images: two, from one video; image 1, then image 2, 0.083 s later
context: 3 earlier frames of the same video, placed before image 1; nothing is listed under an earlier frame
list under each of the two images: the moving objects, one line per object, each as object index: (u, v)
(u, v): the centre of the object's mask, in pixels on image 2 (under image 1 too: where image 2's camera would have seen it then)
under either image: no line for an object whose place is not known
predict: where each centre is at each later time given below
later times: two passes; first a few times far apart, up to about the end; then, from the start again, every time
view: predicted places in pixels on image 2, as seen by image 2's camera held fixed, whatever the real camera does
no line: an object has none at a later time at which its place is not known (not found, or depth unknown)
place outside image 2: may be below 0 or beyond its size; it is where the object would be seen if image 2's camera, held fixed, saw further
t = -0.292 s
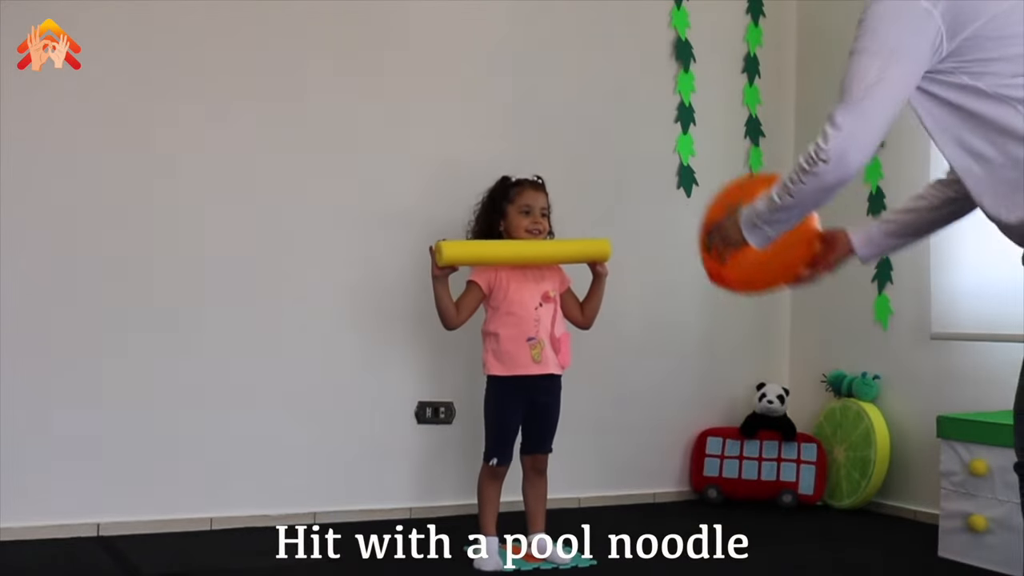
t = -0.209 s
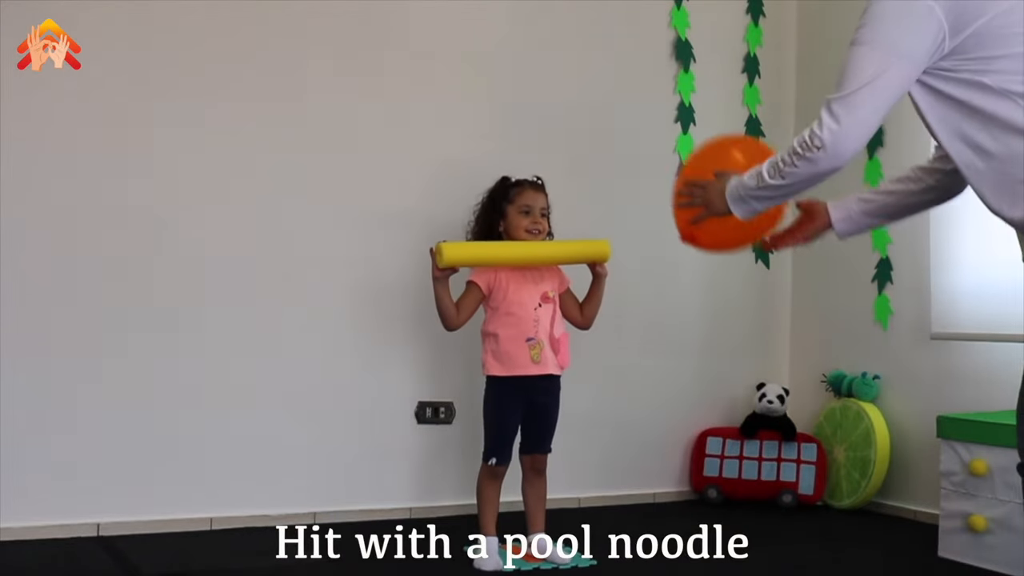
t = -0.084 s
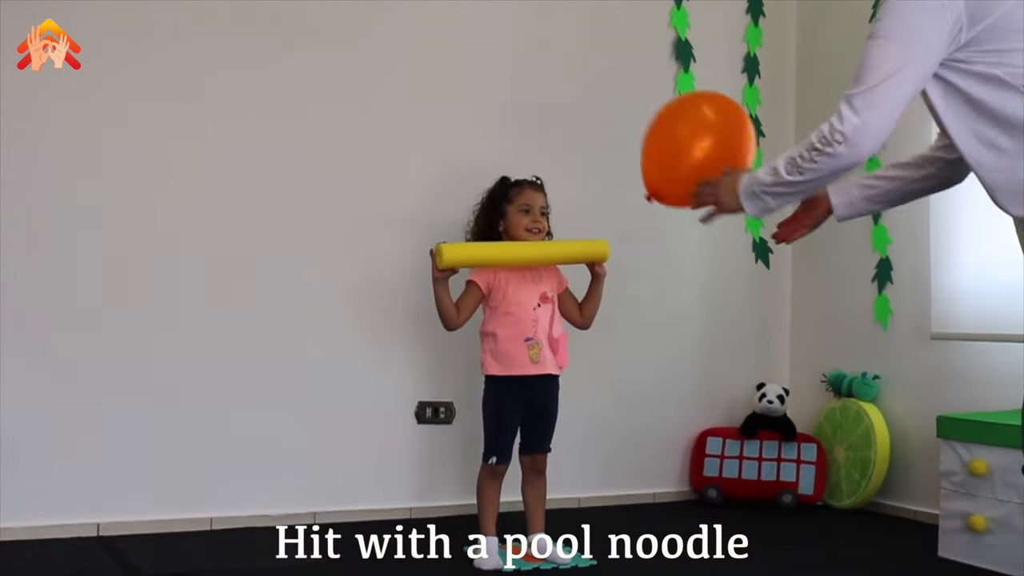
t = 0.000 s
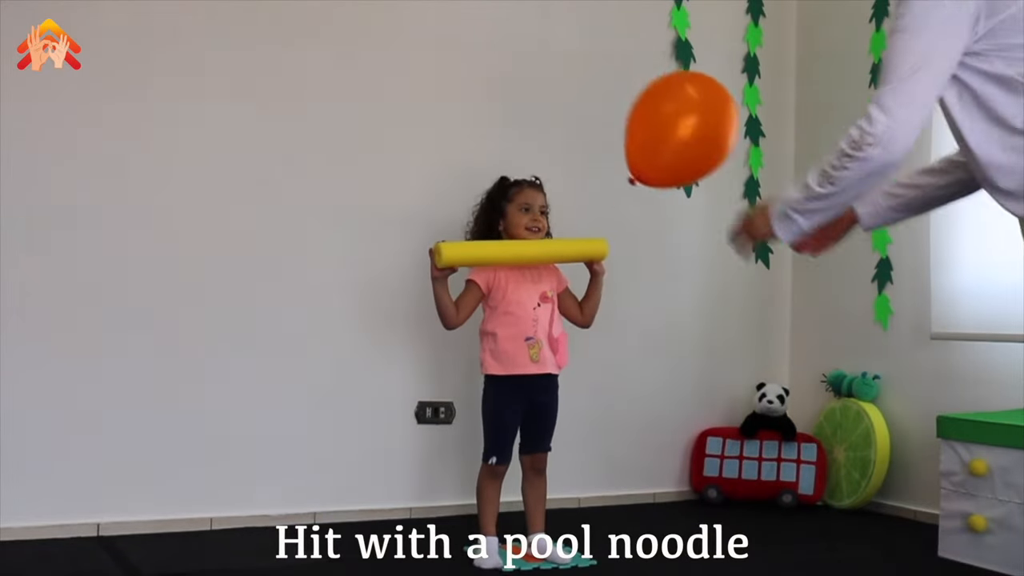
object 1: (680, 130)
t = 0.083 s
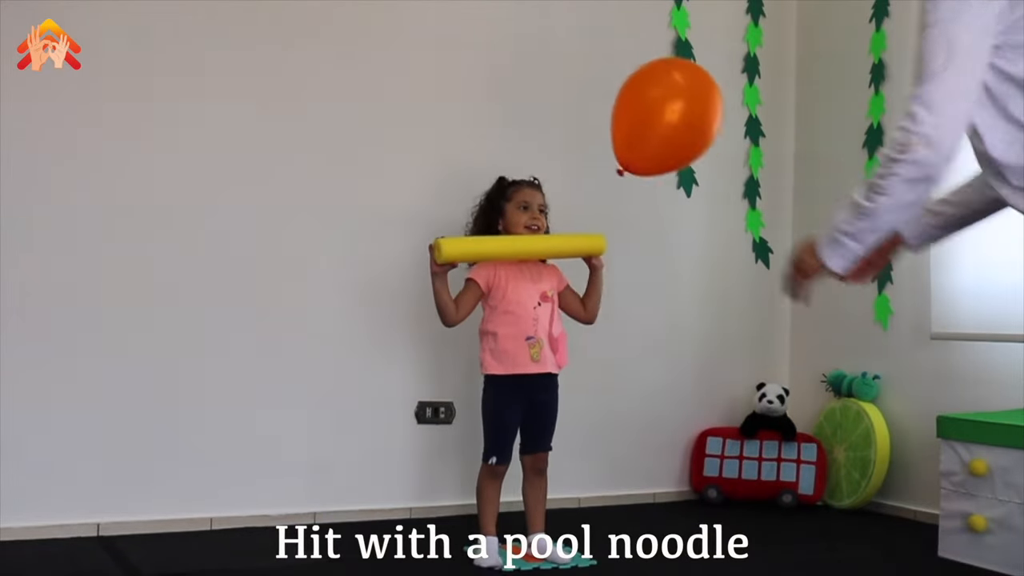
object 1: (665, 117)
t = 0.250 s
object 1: (641, 110)
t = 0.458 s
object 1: (617, 132)
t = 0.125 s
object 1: (659, 113)
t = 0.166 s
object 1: (653, 111)
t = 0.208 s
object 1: (647, 110)
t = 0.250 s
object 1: (641, 110)
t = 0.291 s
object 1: (637, 112)
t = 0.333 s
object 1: (631, 115)
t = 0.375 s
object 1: (626, 119)
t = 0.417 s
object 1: (621, 125)
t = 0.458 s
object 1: (617, 132)
